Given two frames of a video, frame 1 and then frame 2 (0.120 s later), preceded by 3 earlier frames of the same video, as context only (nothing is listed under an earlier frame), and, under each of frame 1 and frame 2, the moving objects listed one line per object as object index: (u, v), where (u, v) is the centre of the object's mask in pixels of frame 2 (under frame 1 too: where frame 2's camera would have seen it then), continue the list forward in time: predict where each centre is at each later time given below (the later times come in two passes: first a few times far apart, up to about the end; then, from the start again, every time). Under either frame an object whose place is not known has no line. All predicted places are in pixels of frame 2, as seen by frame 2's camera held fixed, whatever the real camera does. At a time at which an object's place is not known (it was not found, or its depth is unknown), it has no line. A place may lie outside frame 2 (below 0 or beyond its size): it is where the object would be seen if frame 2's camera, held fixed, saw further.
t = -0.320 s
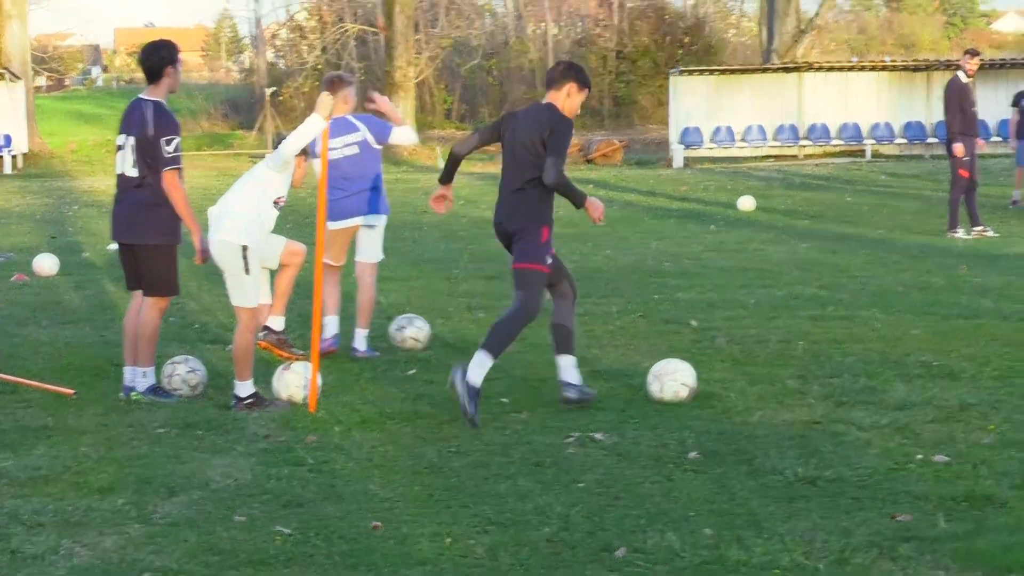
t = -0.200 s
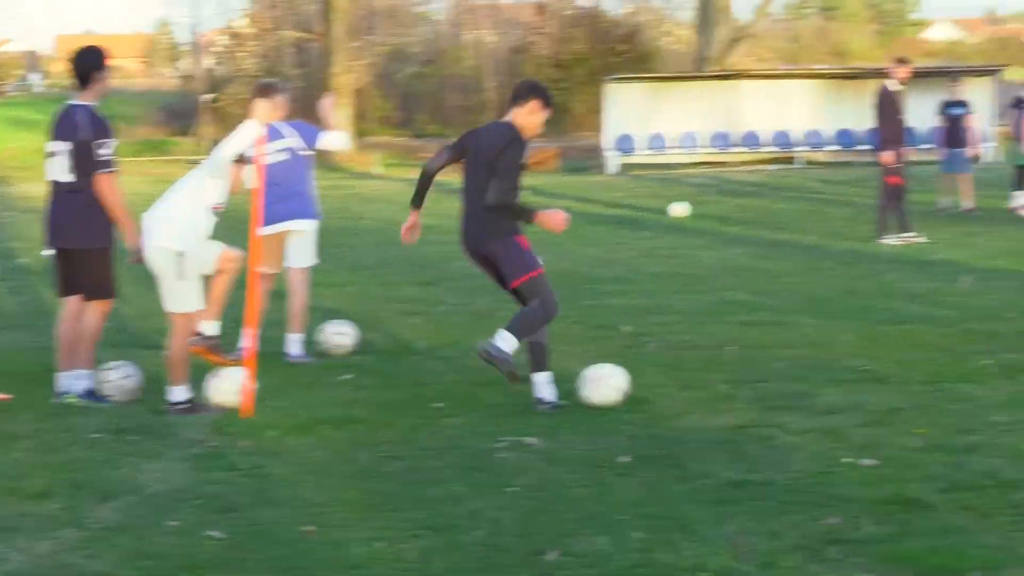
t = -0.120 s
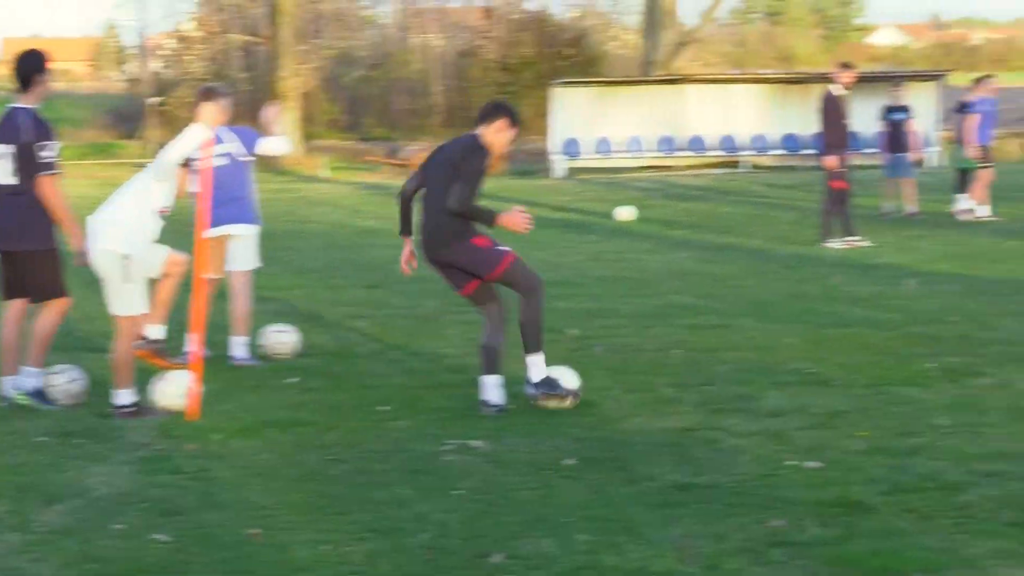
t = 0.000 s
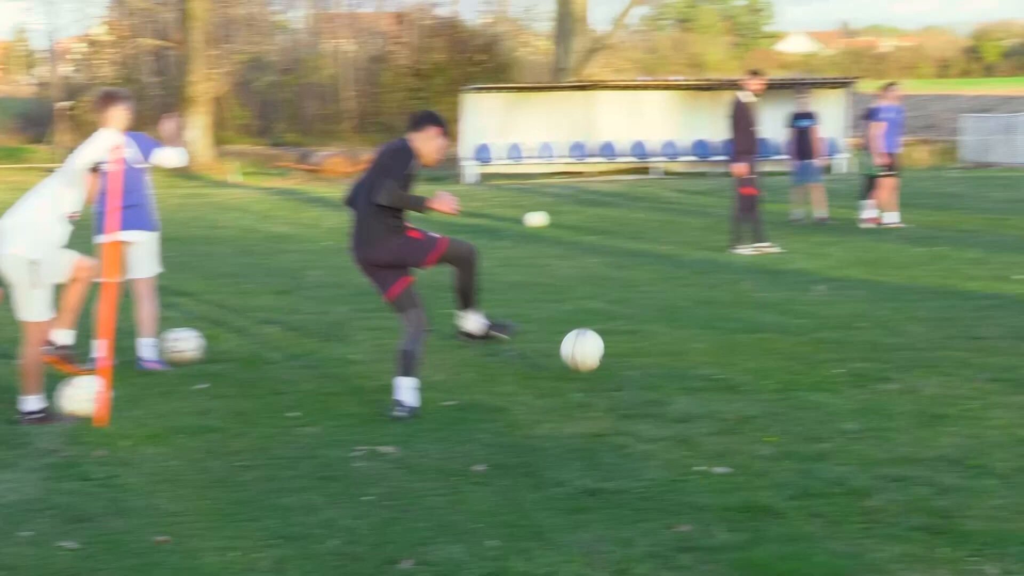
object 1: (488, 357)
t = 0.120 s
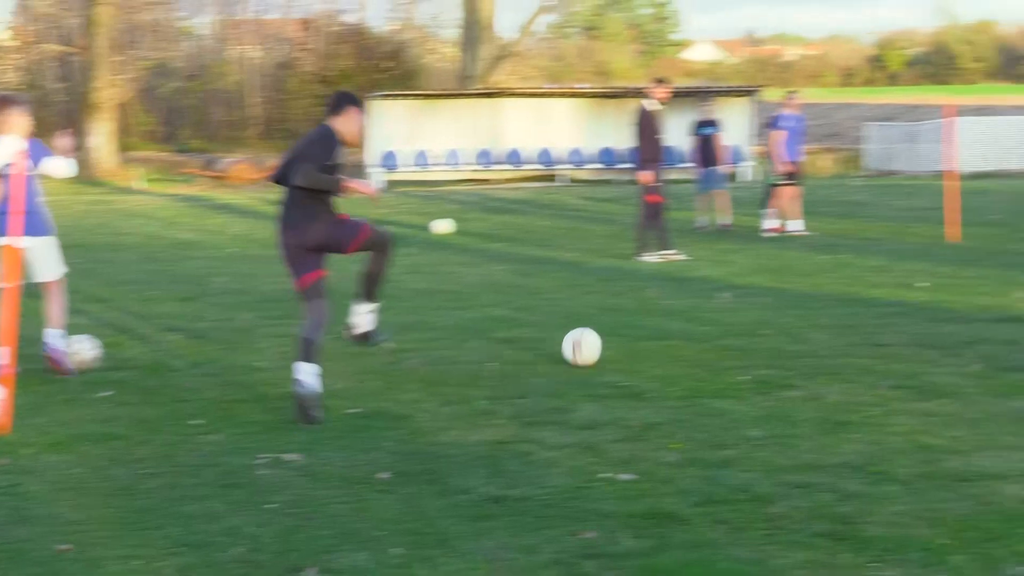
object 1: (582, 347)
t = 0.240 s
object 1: (645, 315)
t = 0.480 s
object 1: (747, 312)
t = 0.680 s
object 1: (810, 283)
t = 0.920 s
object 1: (874, 280)
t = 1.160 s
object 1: (923, 274)
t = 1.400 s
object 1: (966, 262)
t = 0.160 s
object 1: (604, 339)
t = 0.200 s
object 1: (626, 325)
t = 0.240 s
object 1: (645, 315)
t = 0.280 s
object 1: (664, 307)
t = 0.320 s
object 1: (683, 303)
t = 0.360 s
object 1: (700, 301)
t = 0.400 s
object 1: (716, 303)
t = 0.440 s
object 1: (733, 307)
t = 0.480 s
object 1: (747, 312)
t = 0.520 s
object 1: (761, 304)
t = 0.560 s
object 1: (774, 294)
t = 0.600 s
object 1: (786, 288)
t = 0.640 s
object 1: (798, 284)
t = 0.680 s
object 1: (810, 283)
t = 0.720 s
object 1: (822, 284)
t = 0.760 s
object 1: (833, 287)
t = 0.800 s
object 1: (844, 291)
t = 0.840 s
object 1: (855, 286)
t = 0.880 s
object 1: (864, 282)
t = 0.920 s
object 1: (874, 280)
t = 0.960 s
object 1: (883, 279)
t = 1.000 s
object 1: (891, 281)
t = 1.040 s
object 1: (900, 280)
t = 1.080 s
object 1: (908, 277)
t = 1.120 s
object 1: (915, 276)
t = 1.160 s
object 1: (923, 274)
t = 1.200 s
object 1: (931, 269)
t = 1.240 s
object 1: (938, 265)
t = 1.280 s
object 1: (945, 264)
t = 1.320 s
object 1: (952, 264)
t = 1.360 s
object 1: (959, 266)
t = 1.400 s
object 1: (966, 262)
